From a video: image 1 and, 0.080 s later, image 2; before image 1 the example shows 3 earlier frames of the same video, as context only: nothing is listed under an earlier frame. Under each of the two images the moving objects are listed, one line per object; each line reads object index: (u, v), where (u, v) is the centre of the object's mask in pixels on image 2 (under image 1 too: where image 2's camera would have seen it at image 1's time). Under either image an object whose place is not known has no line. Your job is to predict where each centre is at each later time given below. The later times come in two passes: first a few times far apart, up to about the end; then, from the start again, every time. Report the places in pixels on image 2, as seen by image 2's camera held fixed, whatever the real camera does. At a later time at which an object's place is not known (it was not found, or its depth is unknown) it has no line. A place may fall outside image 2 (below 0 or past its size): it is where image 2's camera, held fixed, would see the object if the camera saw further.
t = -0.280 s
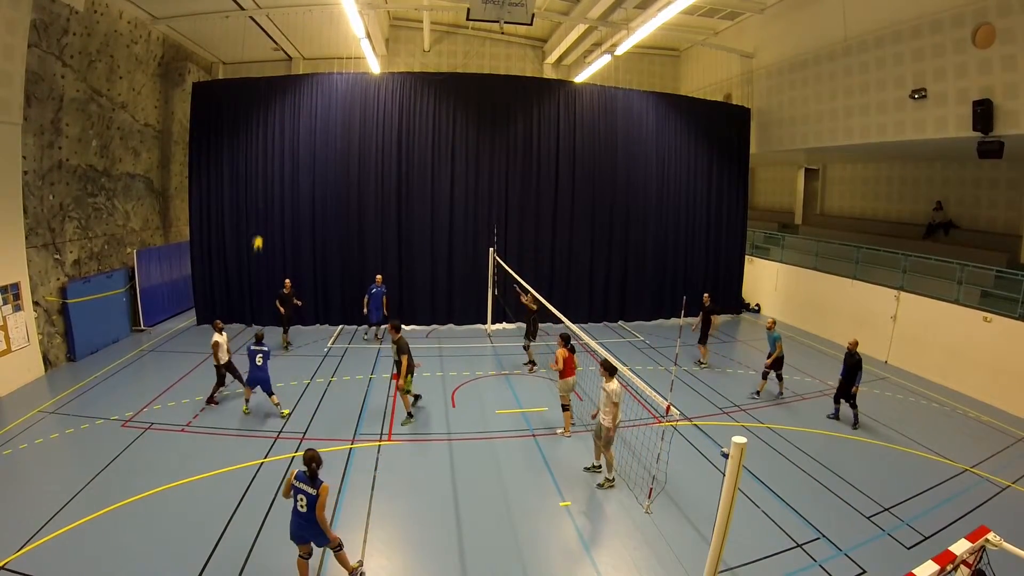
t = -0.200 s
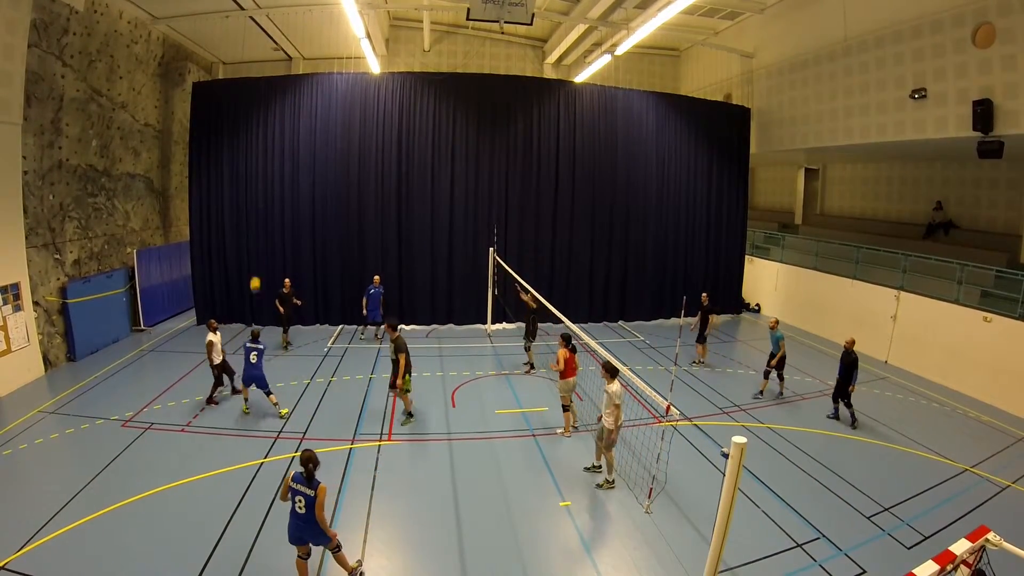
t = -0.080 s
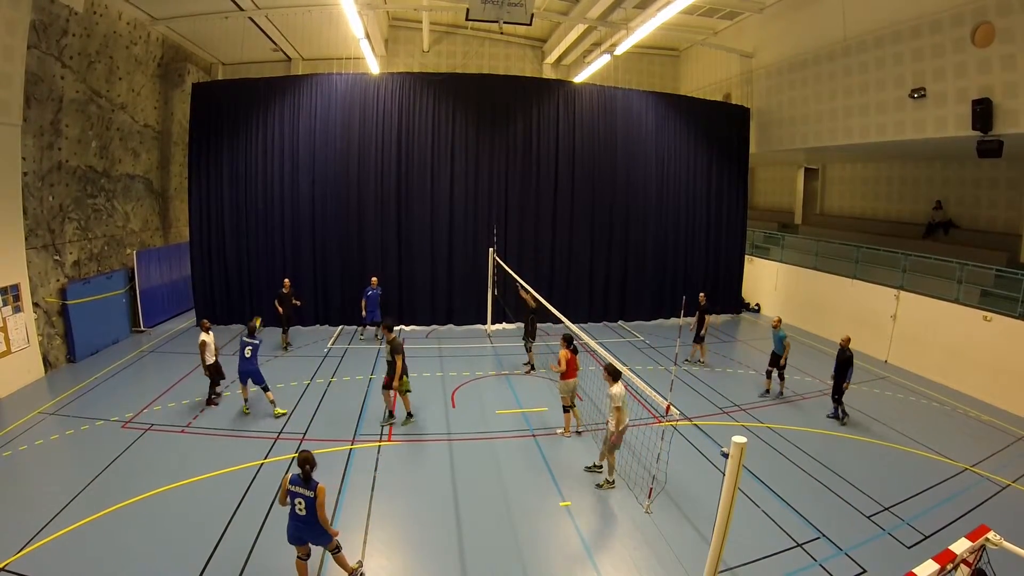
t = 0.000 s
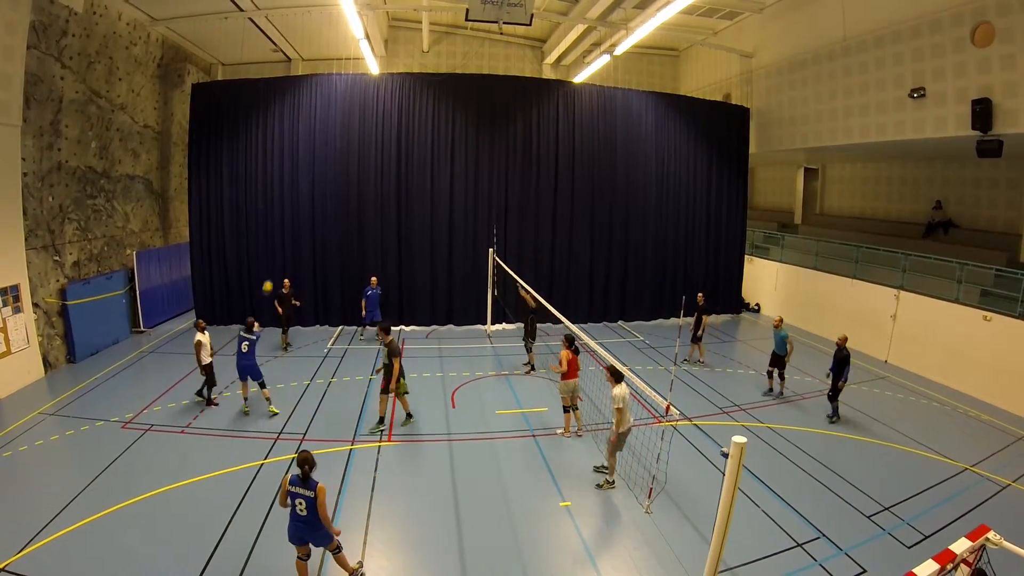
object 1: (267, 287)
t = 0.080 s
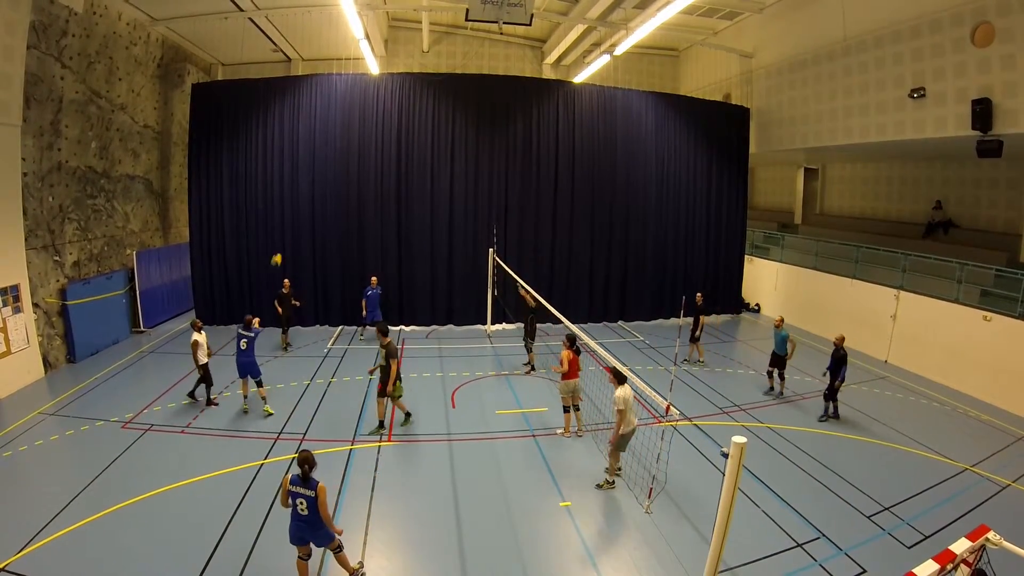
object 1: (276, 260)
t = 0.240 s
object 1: (300, 207)
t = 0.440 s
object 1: (328, 165)
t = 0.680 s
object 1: (357, 148)
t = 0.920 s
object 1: (386, 157)
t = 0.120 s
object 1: (284, 242)
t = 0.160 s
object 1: (289, 231)
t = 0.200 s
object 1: (296, 216)
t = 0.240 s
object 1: (300, 207)
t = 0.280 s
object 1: (304, 199)
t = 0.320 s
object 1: (312, 187)
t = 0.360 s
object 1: (317, 180)
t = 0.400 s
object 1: (324, 172)
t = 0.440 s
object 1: (328, 165)
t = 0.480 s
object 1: (333, 161)
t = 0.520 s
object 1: (340, 155)
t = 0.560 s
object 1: (344, 153)
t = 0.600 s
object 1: (349, 150)
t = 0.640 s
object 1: (353, 149)
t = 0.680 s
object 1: (357, 148)
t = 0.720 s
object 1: (364, 147)
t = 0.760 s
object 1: (368, 147)
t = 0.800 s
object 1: (374, 149)
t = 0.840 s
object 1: (377, 150)
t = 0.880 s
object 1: (381, 152)
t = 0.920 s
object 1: (386, 157)
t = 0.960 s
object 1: (390, 160)
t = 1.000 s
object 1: (395, 166)
